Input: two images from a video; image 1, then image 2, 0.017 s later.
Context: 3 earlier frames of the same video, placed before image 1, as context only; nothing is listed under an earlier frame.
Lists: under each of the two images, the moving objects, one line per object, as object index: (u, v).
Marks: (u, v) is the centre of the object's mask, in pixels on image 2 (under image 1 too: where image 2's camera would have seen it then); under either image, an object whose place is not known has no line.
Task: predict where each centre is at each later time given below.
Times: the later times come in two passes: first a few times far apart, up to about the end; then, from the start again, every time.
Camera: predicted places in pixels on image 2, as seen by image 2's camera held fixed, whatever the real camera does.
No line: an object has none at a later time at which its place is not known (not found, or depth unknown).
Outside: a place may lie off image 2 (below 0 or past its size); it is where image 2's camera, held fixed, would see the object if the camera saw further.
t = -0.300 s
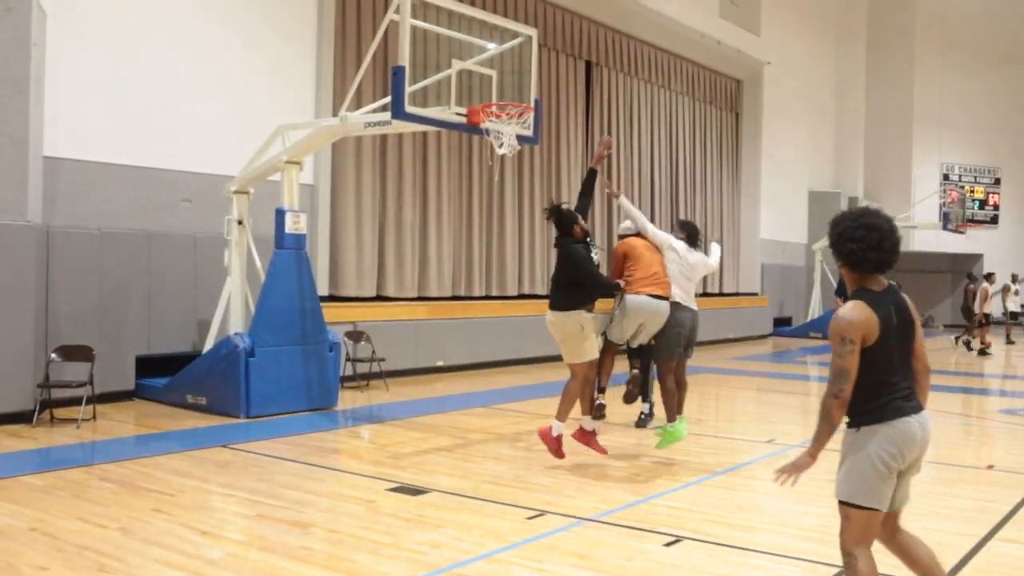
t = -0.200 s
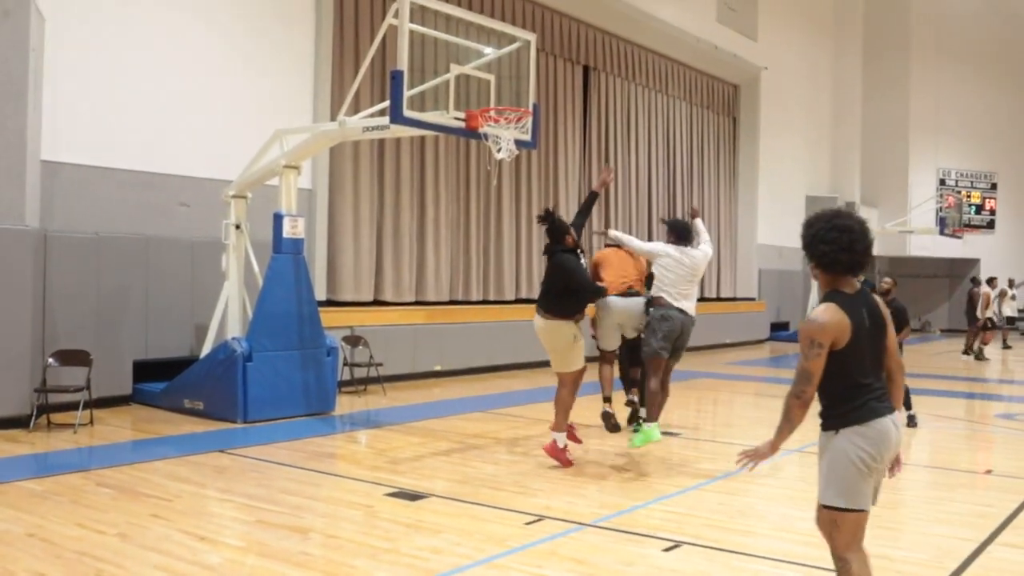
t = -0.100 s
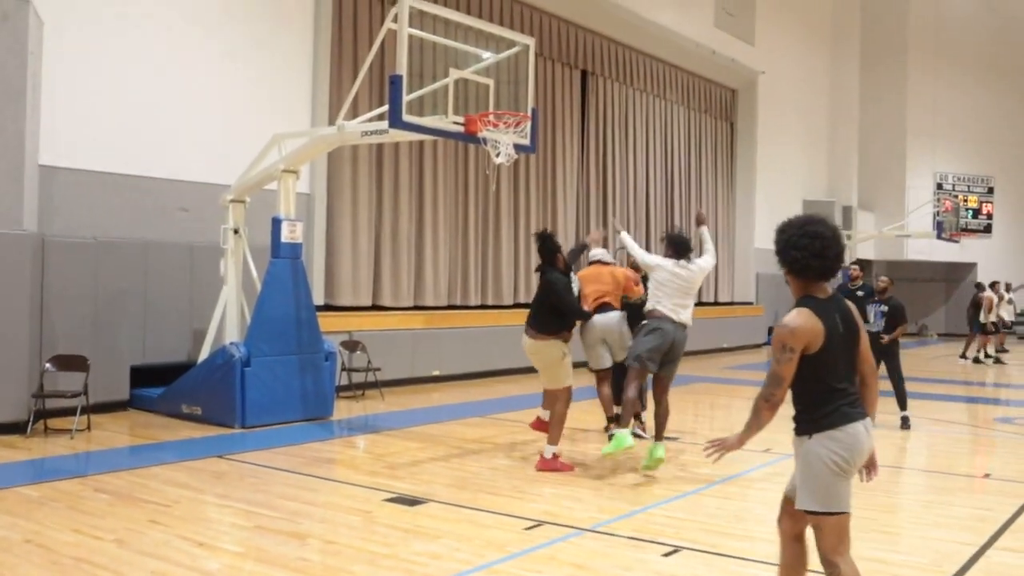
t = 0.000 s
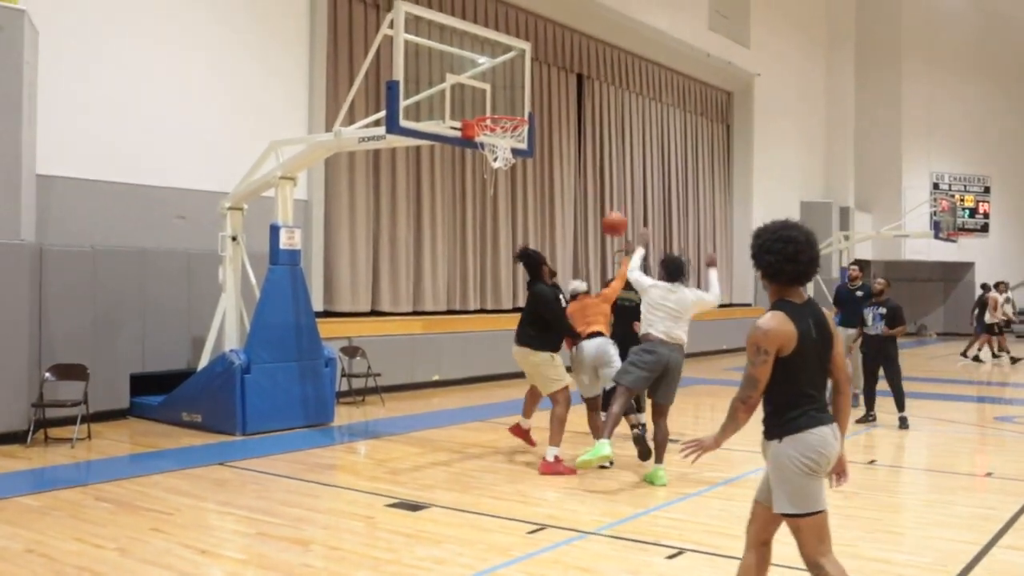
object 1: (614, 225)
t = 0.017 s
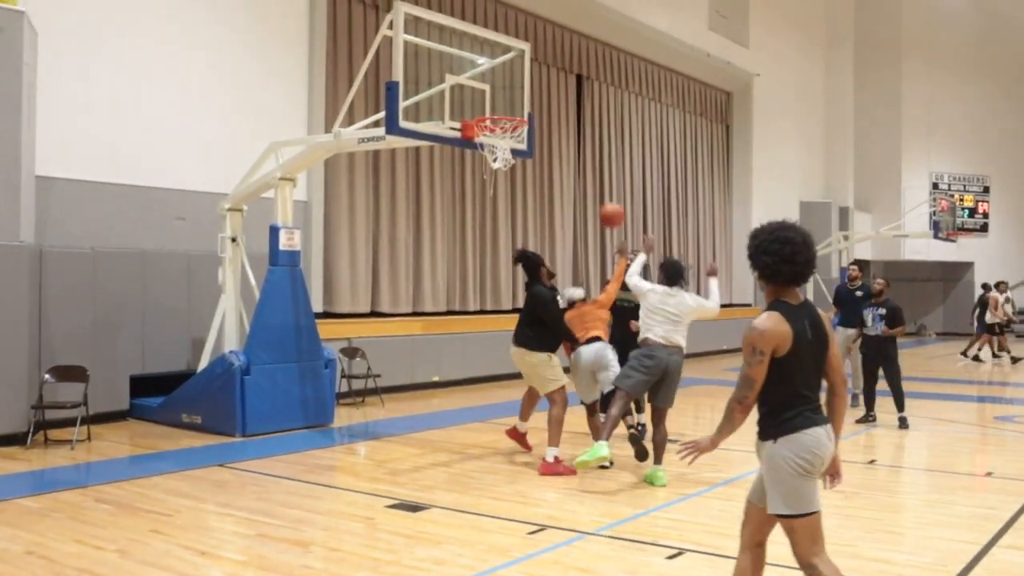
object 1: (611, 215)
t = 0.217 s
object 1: (572, 133)
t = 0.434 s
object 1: (531, 90)
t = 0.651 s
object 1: (501, 97)
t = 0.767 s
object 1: (501, 113)
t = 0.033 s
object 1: (608, 207)
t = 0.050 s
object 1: (605, 199)
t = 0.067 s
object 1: (602, 191)
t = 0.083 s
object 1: (597, 183)
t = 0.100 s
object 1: (596, 176)
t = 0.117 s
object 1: (592, 169)
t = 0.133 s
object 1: (589, 162)
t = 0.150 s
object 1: (586, 155)
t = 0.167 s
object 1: (582, 149)
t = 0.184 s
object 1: (579, 144)
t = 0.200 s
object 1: (576, 138)
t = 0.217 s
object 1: (572, 133)
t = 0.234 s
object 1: (569, 128)
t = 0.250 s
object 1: (566, 123)
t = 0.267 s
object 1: (563, 119)
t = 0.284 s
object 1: (560, 114)
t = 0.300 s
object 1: (557, 111)
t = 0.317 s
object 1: (553, 107)
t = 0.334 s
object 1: (551, 103)
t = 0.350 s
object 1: (545, 100)
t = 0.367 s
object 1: (544, 98)
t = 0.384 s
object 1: (541, 96)
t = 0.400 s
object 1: (537, 93)
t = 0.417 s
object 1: (534, 92)
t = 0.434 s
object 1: (531, 90)
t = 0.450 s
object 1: (528, 89)
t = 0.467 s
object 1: (523, 88)
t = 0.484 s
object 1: (521, 87)
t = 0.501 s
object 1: (518, 87)
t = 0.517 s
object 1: (514, 87)
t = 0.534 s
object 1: (512, 87)
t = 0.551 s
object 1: (508, 87)
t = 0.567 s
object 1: (504, 88)
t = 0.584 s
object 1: (502, 89)
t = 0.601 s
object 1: (502, 90)
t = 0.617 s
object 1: (502, 92)
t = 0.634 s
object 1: (502, 94)
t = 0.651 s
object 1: (501, 97)
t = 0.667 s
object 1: (501, 99)
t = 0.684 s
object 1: (501, 102)
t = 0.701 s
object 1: (501, 104)
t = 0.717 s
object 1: (501, 106)
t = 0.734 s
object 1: (501, 109)
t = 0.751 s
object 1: (500, 112)
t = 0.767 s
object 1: (501, 113)
